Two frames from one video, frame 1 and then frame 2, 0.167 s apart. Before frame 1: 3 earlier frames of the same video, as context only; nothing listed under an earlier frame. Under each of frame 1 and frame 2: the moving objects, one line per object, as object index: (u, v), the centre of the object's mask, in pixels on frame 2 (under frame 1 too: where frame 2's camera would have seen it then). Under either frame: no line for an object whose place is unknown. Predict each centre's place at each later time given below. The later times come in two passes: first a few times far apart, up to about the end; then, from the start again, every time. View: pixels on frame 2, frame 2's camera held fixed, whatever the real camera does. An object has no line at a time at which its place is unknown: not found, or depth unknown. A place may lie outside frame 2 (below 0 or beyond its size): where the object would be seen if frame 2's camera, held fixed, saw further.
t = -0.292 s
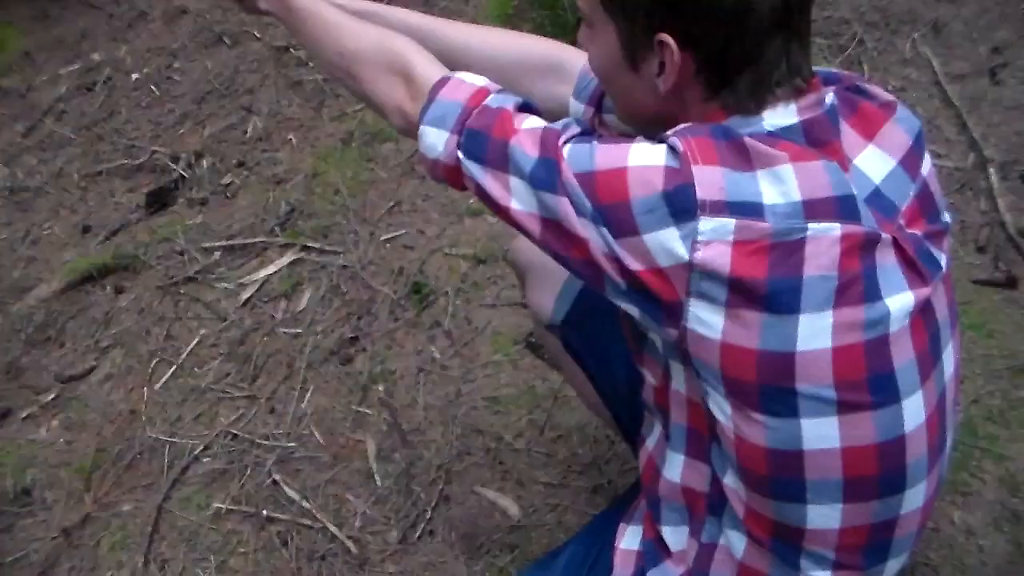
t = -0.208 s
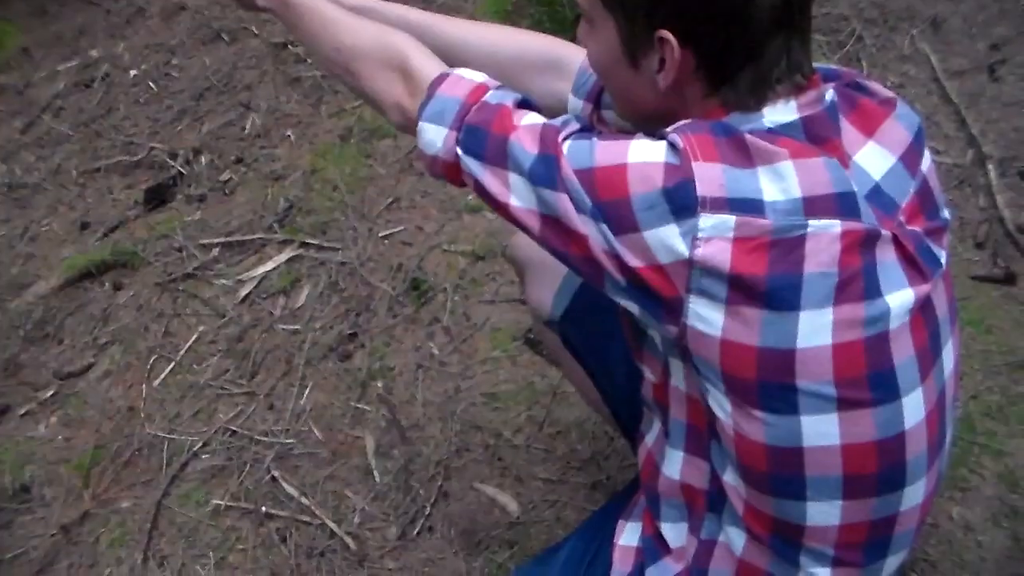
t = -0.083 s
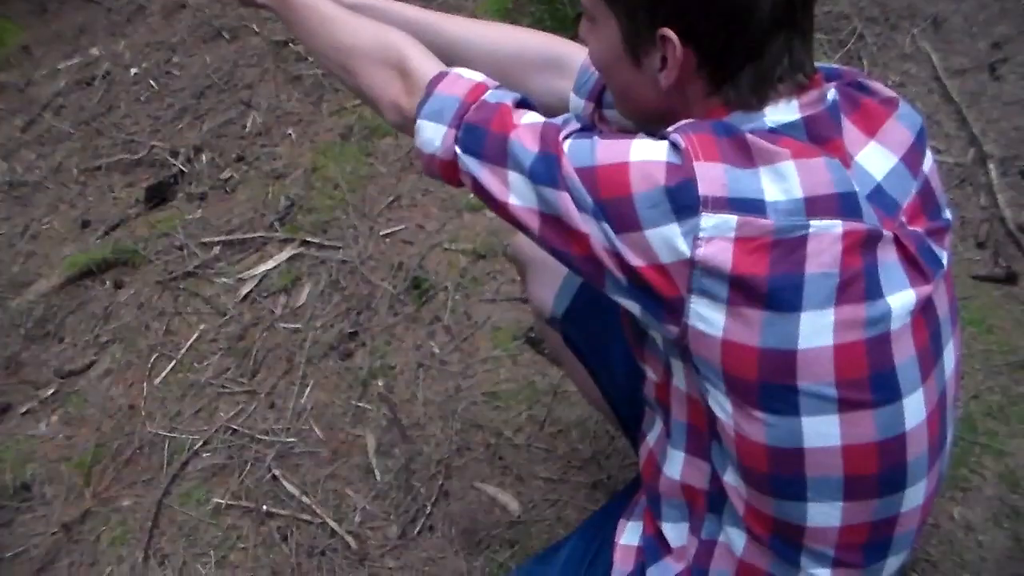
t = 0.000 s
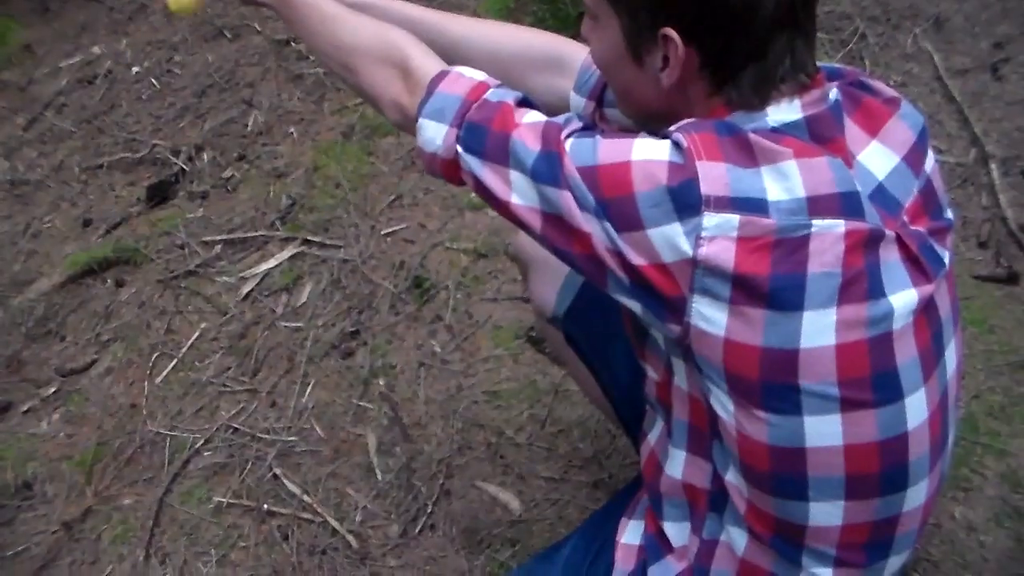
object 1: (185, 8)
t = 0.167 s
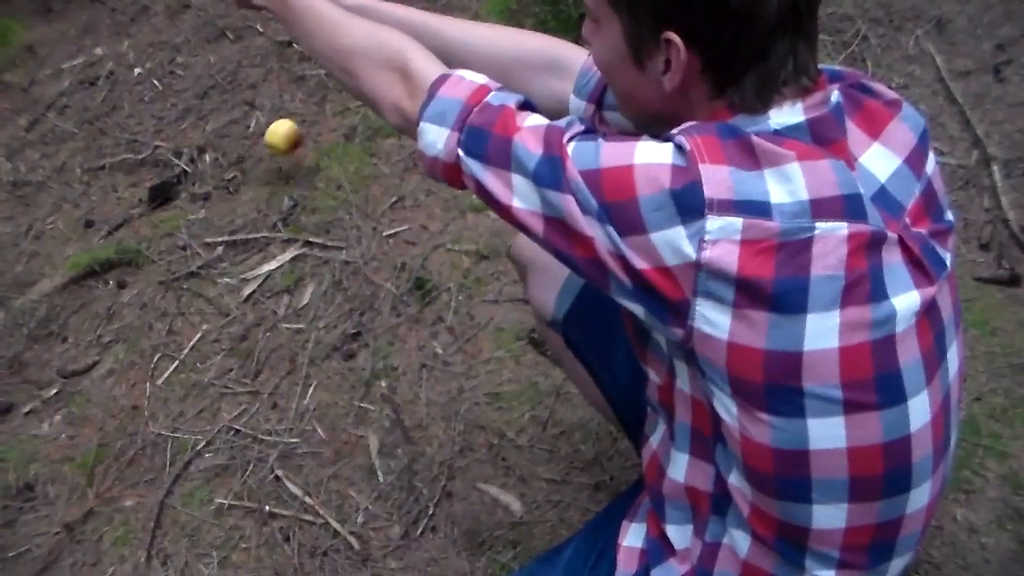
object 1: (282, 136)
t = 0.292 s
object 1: (313, 142)
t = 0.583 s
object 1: (373, 247)
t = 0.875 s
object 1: (363, 321)
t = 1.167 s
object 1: (329, 368)
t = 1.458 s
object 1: (274, 396)
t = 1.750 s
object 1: (237, 410)
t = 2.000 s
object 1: (221, 401)
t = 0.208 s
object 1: (292, 133)
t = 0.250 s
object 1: (302, 135)
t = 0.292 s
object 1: (313, 142)
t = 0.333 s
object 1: (327, 159)
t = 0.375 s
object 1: (340, 181)
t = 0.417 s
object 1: (354, 207)
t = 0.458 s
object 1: (363, 222)
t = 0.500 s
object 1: (366, 224)
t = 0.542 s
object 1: (368, 233)
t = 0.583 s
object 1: (373, 247)
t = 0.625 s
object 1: (378, 268)
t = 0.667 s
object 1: (376, 276)
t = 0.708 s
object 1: (374, 286)
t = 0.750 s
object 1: (372, 301)
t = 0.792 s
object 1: (370, 315)
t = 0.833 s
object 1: (366, 315)
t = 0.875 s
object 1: (363, 321)
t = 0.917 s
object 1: (360, 329)
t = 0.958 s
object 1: (357, 336)
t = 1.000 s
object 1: (355, 344)
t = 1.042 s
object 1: (348, 355)
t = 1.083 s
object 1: (344, 359)
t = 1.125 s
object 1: (336, 365)
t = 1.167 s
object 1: (329, 368)
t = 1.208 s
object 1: (320, 373)
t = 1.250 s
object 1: (310, 379)
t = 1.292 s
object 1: (301, 383)
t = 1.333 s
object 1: (292, 388)
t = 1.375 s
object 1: (285, 390)
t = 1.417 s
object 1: (279, 392)
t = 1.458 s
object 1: (274, 396)
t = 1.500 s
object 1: (269, 399)
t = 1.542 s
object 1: (263, 403)
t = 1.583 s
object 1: (255, 408)
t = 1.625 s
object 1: (249, 410)
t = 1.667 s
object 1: (244, 411)
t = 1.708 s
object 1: (240, 412)
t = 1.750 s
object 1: (237, 410)
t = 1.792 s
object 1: (233, 408)
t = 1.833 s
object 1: (231, 406)
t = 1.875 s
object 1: (228, 404)
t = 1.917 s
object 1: (225, 403)
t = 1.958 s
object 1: (224, 402)
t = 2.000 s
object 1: (221, 401)
